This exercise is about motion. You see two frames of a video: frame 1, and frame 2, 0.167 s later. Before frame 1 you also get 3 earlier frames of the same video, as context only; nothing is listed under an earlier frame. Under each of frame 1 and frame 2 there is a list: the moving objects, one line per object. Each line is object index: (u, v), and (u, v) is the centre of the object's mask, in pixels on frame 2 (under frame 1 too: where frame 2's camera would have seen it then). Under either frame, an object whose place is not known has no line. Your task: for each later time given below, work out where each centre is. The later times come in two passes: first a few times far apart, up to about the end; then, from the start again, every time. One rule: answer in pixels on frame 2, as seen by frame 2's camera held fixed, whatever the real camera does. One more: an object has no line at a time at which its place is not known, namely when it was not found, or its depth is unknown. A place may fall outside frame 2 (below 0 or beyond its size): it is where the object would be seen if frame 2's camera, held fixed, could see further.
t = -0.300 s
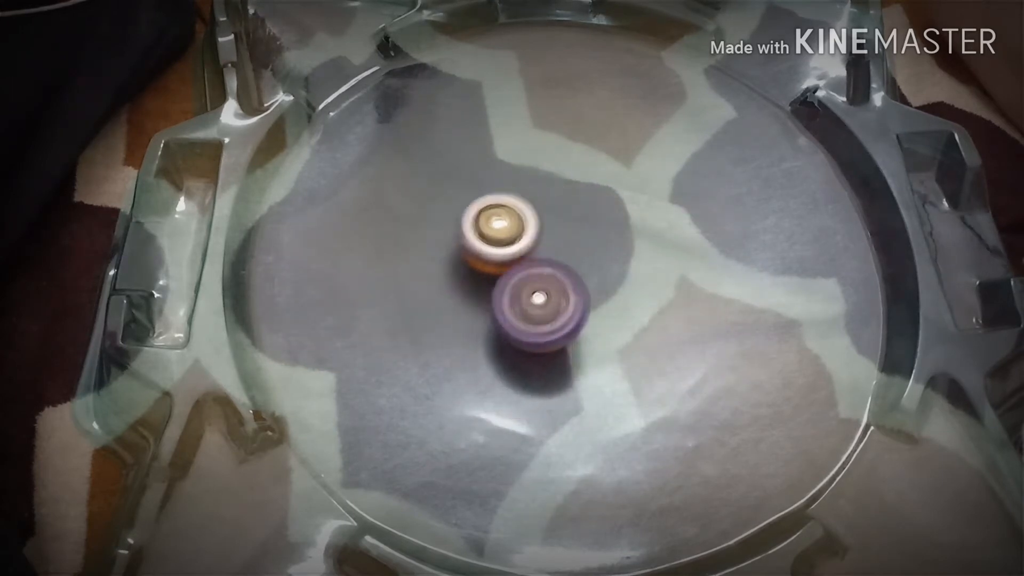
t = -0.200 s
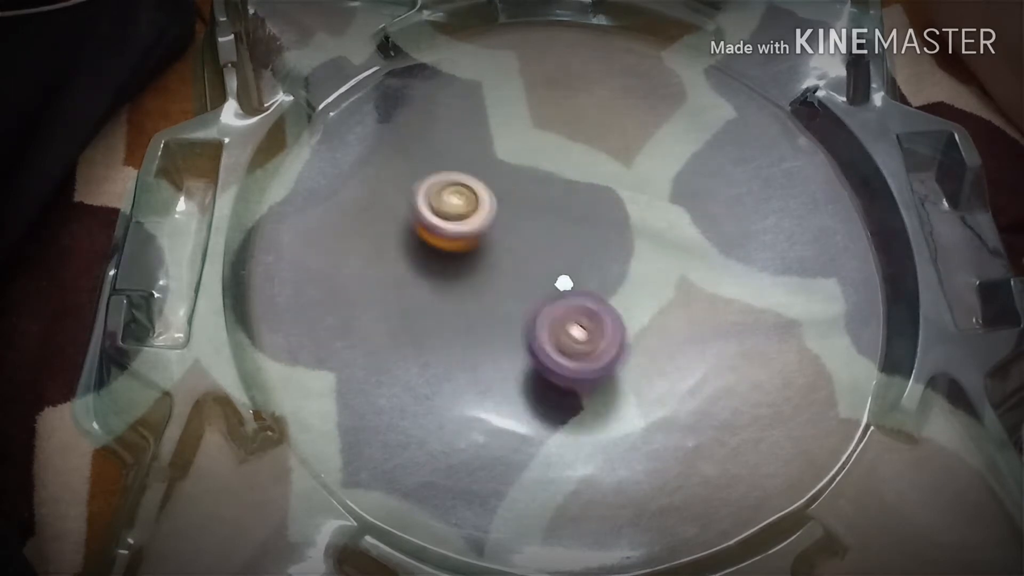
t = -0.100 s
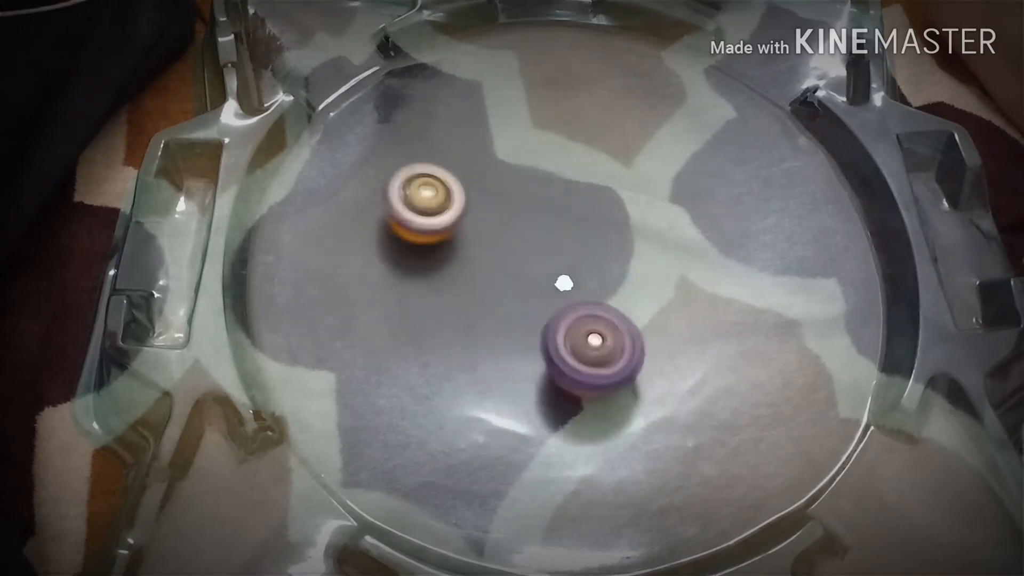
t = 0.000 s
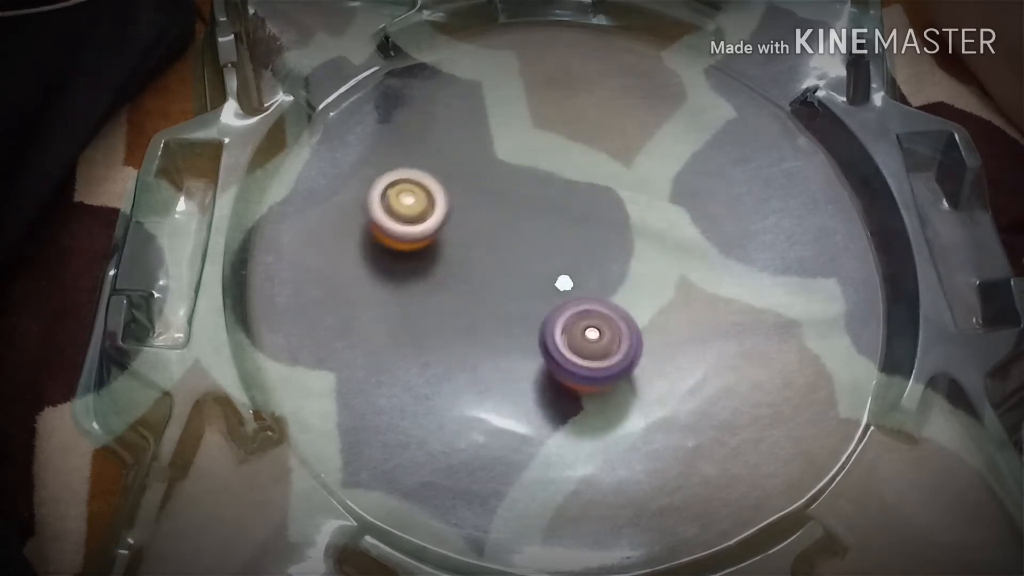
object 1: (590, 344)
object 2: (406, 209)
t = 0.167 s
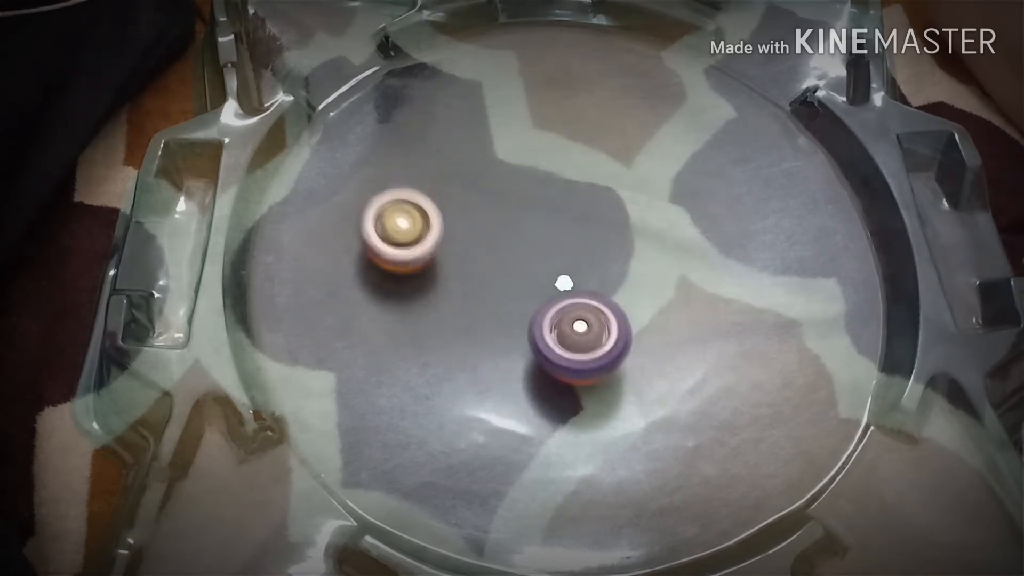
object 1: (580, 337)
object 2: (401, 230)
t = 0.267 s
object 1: (577, 333)
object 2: (431, 252)
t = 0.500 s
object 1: (603, 327)
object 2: (520, 269)
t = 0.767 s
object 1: (613, 321)
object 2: (558, 218)
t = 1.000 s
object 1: (601, 308)
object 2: (569, 194)
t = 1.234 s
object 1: (584, 300)
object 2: (575, 215)
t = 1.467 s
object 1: (571, 372)
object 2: (561, 179)
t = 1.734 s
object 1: (547, 389)
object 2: (534, 188)
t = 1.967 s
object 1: (537, 373)
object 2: (545, 253)
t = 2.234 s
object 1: (515, 365)
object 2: (615, 275)
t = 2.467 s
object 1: (502, 322)
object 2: (660, 251)
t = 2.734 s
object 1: (489, 276)
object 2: (634, 228)
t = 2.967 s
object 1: (485, 248)
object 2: (578, 260)
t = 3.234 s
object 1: (430, 199)
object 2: (586, 309)
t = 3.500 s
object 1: (453, 197)
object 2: (581, 346)
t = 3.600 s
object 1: (478, 204)
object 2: (584, 348)
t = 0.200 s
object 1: (579, 336)
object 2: (407, 237)
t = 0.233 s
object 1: (577, 335)
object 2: (417, 245)
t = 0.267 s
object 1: (577, 333)
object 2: (431, 252)
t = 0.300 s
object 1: (576, 331)
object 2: (447, 260)
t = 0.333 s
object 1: (575, 329)
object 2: (465, 266)
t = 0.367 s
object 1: (575, 326)
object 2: (483, 272)
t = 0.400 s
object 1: (580, 325)
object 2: (496, 275)
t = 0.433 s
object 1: (590, 327)
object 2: (502, 274)
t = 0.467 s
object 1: (600, 328)
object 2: (510, 273)
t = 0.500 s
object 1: (603, 327)
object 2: (520, 269)
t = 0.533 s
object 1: (606, 326)
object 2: (529, 267)
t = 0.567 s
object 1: (608, 326)
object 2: (537, 262)
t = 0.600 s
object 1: (612, 327)
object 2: (541, 253)
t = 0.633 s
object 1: (614, 326)
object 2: (545, 244)
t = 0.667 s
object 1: (616, 326)
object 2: (549, 236)
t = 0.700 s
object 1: (616, 323)
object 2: (552, 230)
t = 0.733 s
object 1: (615, 321)
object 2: (555, 224)
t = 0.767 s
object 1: (613, 321)
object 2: (558, 218)
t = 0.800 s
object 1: (612, 317)
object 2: (560, 213)
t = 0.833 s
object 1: (611, 315)
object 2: (562, 208)
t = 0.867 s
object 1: (609, 314)
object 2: (564, 204)
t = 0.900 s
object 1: (607, 313)
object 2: (565, 201)
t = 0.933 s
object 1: (605, 311)
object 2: (566, 198)
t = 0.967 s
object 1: (603, 310)
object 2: (567, 196)
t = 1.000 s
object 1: (601, 308)
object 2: (569, 194)
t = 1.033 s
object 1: (599, 307)
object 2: (570, 194)
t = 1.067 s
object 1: (597, 305)
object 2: (570, 195)
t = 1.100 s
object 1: (594, 303)
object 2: (570, 197)
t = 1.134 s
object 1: (592, 303)
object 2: (571, 200)
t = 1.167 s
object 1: (590, 302)
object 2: (571, 204)
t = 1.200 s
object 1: (587, 301)
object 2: (573, 210)
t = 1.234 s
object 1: (584, 300)
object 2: (575, 215)
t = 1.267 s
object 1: (583, 301)
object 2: (577, 219)
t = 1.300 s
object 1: (584, 317)
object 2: (575, 213)
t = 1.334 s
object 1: (585, 334)
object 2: (572, 204)
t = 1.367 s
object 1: (583, 344)
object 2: (570, 196)
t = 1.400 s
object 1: (580, 356)
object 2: (567, 189)
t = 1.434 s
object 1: (576, 364)
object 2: (564, 183)
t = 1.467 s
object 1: (571, 372)
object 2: (561, 179)
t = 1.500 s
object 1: (565, 378)
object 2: (559, 176)
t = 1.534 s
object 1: (560, 383)
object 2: (555, 173)
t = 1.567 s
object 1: (556, 387)
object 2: (552, 172)
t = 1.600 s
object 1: (552, 390)
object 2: (548, 173)
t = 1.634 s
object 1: (550, 391)
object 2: (544, 174)
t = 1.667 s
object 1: (549, 391)
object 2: (540, 177)
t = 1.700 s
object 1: (548, 391)
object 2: (536, 182)
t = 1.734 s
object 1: (547, 389)
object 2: (534, 188)
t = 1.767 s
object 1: (545, 387)
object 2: (532, 195)
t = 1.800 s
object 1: (544, 385)
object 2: (531, 202)
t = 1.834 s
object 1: (542, 383)
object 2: (532, 211)
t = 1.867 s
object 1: (541, 381)
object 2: (534, 221)
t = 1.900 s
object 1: (540, 379)
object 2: (537, 231)
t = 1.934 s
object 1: (539, 377)
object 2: (540, 242)
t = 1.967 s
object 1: (537, 373)
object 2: (545, 253)
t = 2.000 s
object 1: (537, 371)
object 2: (550, 263)
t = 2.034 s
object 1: (536, 367)
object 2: (556, 274)
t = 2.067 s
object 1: (534, 365)
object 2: (563, 281)
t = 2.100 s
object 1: (527, 371)
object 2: (573, 280)
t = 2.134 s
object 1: (521, 372)
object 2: (585, 279)
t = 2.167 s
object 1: (518, 371)
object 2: (596, 278)
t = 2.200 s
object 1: (517, 369)
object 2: (605, 276)
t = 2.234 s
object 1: (515, 365)
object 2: (615, 275)
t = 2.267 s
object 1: (513, 361)
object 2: (624, 273)
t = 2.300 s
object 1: (512, 354)
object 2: (633, 271)
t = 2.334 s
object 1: (510, 348)
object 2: (640, 267)
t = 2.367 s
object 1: (508, 342)
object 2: (647, 264)
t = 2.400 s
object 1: (505, 335)
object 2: (652, 260)
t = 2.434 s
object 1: (504, 329)
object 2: (657, 256)
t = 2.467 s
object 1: (502, 322)
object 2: (660, 251)
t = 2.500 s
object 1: (500, 315)
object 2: (662, 246)
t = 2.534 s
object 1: (497, 310)
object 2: (662, 242)
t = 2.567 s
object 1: (495, 303)
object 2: (662, 239)
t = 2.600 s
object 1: (493, 298)
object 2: (659, 234)
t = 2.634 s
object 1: (492, 292)
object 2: (654, 232)
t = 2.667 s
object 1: (491, 286)
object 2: (648, 229)
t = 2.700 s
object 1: (490, 281)
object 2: (642, 228)
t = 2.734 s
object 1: (489, 276)
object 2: (634, 228)
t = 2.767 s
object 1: (488, 272)
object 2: (627, 229)
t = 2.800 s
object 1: (487, 266)
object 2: (616, 232)
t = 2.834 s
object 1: (487, 262)
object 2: (607, 236)
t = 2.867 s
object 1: (487, 258)
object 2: (600, 241)
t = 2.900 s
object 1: (486, 254)
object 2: (592, 248)
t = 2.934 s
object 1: (486, 251)
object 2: (585, 253)
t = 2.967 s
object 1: (485, 248)
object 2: (578, 260)
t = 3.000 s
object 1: (474, 244)
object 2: (584, 266)
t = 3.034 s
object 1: (461, 238)
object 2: (590, 273)
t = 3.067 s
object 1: (450, 230)
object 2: (593, 280)
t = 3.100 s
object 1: (441, 220)
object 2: (592, 286)
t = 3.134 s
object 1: (434, 211)
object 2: (591, 292)
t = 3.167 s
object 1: (430, 205)
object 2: (589, 298)
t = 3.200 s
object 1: (429, 201)
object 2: (588, 304)
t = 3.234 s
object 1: (430, 199)
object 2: (586, 309)
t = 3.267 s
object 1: (431, 198)
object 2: (585, 315)
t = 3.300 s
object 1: (433, 198)
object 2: (583, 320)
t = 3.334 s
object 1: (436, 197)
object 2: (582, 326)
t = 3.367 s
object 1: (440, 197)
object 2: (581, 331)
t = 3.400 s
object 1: (444, 196)
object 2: (581, 335)
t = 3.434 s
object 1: (447, 197)
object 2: (581, 339)
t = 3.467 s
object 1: (450, 196)
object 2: (580, 343)
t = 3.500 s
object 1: (453, 197)
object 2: (581, 346)
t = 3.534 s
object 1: (460, 198)
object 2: (582, 348)
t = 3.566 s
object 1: (469, 201)
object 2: (583, 348)
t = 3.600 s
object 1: (478, 204)
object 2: (584, 348)
